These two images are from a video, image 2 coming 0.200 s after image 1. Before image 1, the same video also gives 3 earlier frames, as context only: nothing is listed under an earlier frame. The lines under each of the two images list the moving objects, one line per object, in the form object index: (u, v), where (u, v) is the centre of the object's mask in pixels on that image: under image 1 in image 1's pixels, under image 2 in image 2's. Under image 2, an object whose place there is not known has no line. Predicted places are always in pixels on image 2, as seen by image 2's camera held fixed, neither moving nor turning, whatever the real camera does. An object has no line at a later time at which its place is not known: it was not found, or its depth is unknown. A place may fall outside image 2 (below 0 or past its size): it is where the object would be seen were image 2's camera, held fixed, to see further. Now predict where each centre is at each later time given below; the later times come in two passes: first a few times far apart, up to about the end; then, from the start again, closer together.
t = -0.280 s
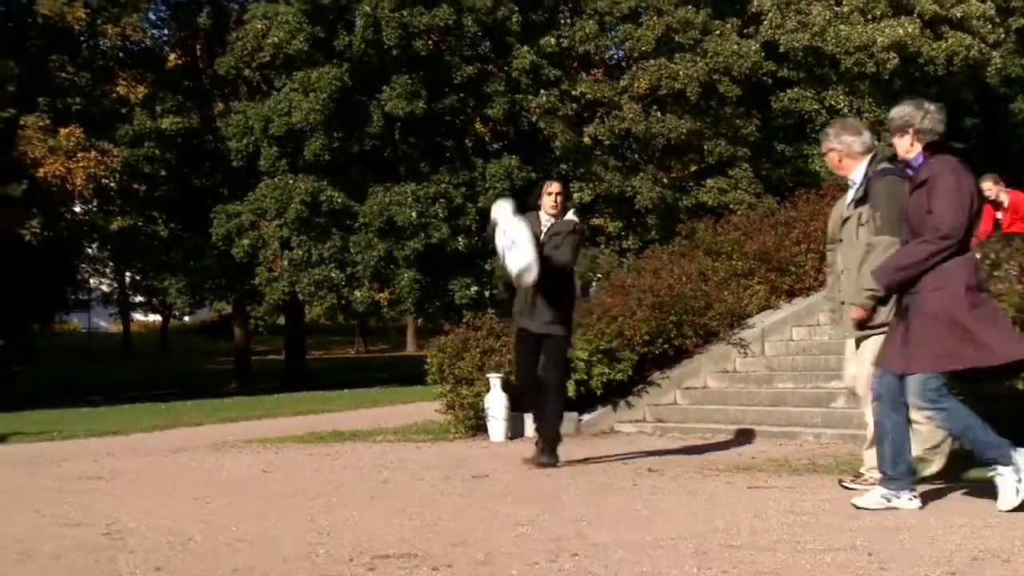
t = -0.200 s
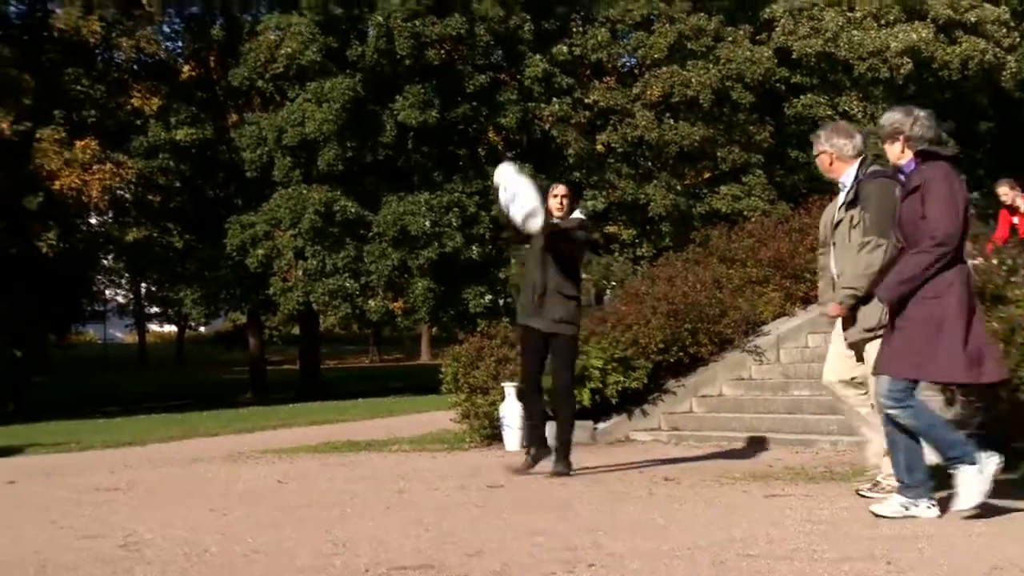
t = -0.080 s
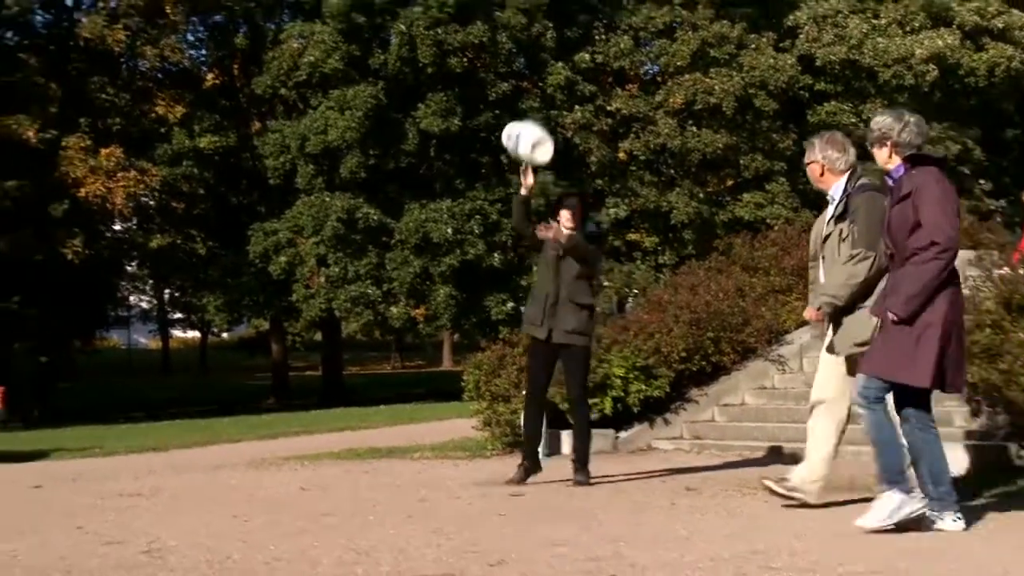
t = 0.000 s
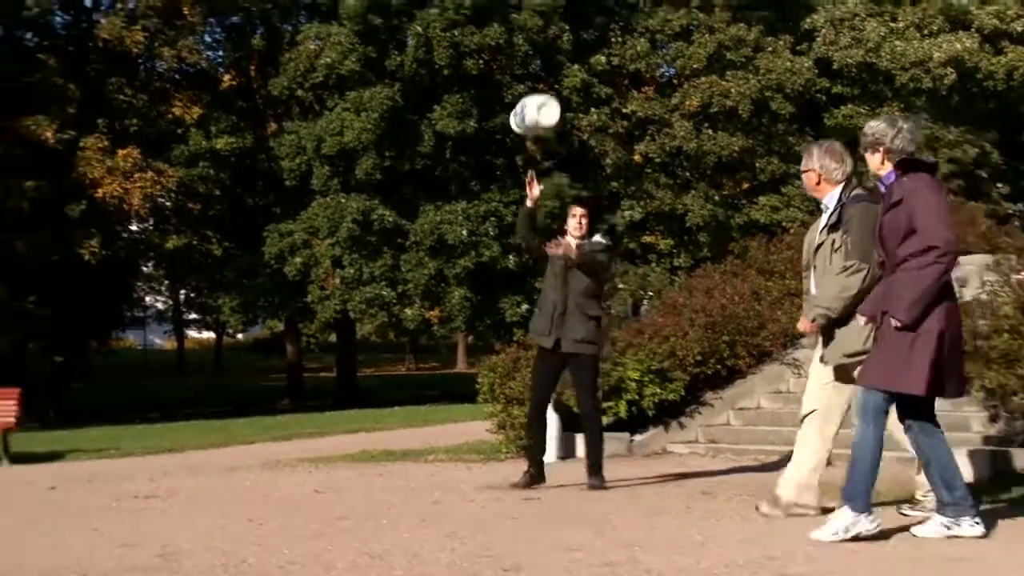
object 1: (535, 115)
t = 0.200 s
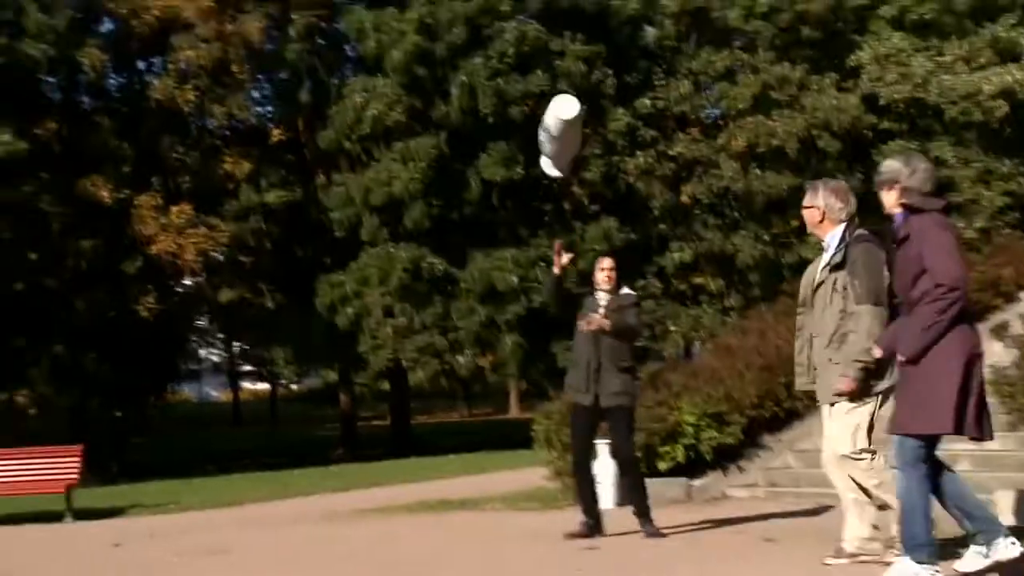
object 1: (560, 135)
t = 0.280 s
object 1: (551, 145)
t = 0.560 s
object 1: (528, 281)
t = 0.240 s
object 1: (556, 139)
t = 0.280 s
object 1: (551, 145)
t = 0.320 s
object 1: (548, 154)
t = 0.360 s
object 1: (543, 168)
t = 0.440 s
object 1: (535, 204)
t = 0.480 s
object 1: (534, 226)
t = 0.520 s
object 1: (530, 250)
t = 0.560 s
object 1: (528, 281)
